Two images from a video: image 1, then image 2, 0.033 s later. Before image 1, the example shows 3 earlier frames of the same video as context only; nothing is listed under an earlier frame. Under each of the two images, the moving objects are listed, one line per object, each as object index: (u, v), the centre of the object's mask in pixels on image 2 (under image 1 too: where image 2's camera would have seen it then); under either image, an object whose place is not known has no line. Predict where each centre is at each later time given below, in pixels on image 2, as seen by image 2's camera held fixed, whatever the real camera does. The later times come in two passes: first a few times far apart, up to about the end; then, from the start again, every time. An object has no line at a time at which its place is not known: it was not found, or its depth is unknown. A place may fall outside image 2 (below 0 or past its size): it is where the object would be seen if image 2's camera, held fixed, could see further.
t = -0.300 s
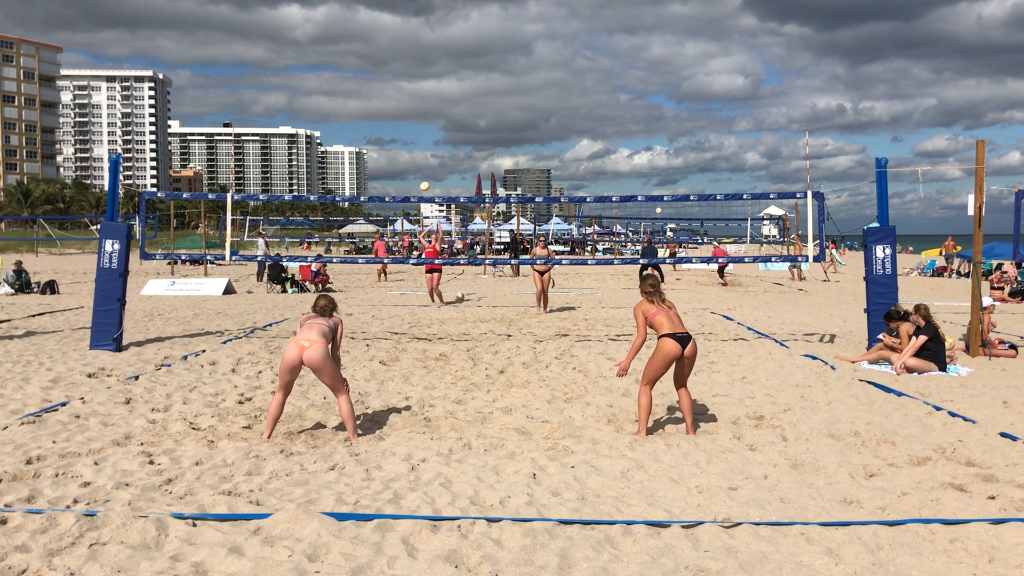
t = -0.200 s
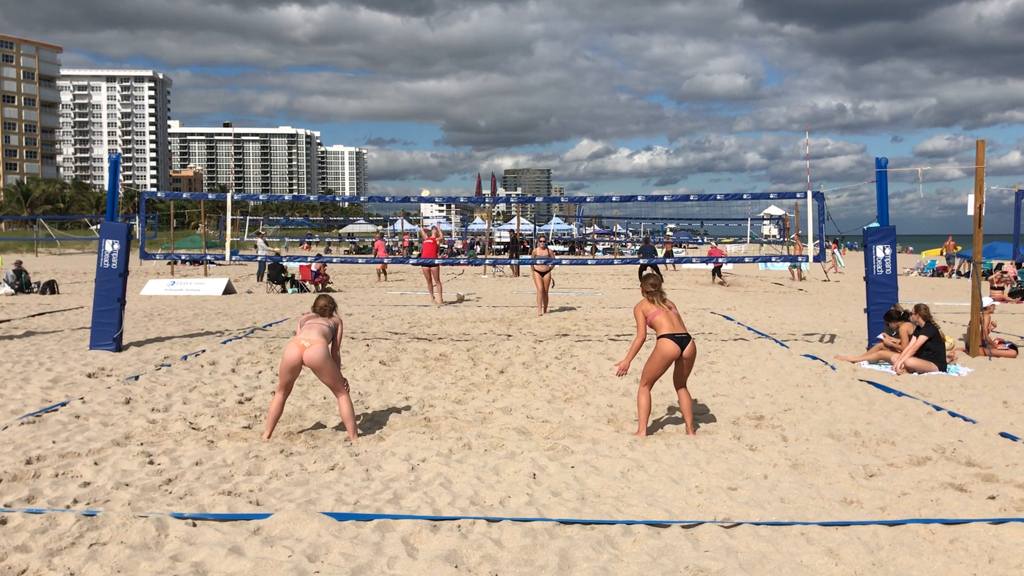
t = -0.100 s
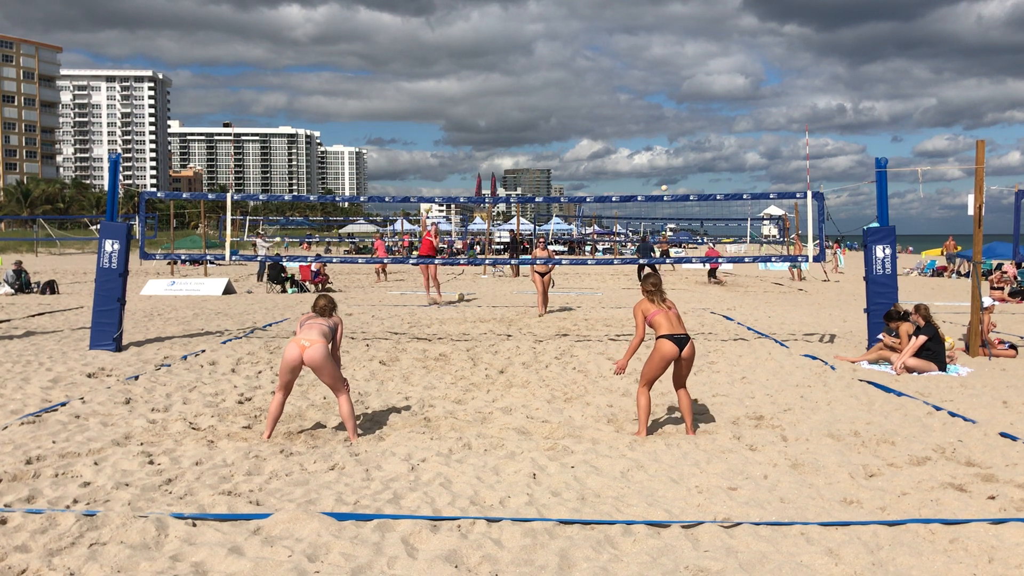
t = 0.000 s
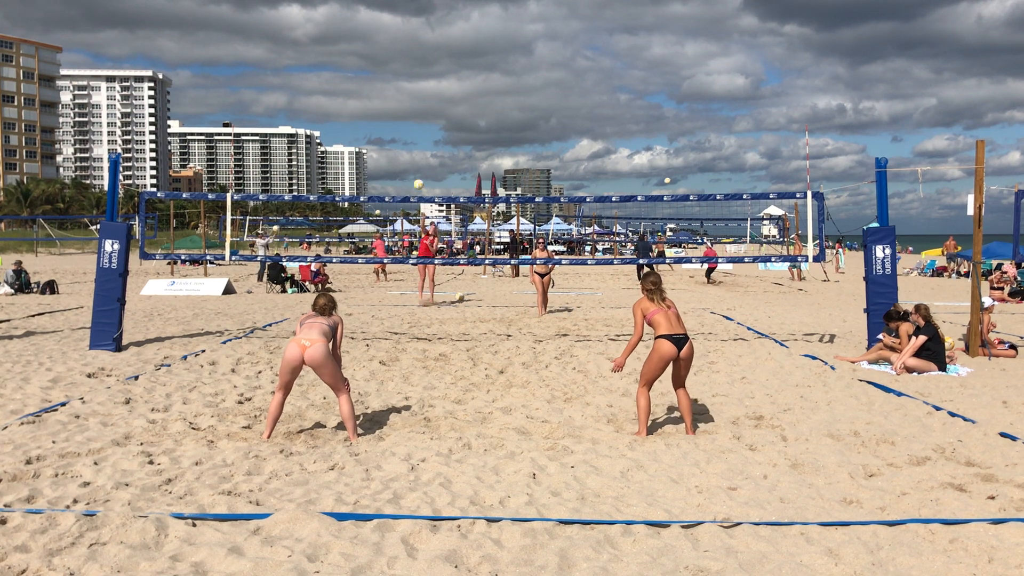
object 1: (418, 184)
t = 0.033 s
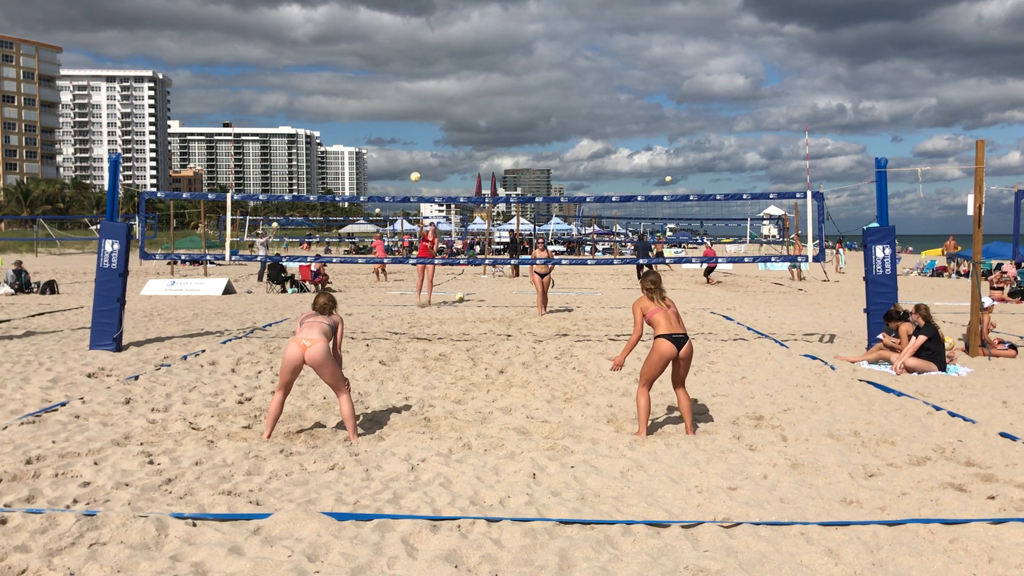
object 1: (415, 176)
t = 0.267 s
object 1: (392, 133)
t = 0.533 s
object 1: (358, 115)
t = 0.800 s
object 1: (315, 148)
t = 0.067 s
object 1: (412, 169)
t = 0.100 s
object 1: (409, 162)
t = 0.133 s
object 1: (405, 156)
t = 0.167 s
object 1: (402, 149)
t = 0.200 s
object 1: (399, 144)
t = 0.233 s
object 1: (395, 138)
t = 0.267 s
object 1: (392, 133)
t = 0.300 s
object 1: (388, 129)
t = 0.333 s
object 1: (384, 125)
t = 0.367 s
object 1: (380, 122)
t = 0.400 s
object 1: (376, 119)
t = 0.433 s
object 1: (372, 117)
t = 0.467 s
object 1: (367, 116)
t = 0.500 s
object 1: (363, 115)
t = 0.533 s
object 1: (358, 115)
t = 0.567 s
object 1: (353, 115)
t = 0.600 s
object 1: (348, 117)
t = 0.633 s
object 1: (343, 120)
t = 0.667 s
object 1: (338, 122)
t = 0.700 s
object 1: (332, 128)
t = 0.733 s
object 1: (327, 133)
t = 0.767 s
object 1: (321, 140)
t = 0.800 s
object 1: (315, 148)
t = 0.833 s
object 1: (308, 157)
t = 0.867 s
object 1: (302, 168)
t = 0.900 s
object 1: (295, 181)
